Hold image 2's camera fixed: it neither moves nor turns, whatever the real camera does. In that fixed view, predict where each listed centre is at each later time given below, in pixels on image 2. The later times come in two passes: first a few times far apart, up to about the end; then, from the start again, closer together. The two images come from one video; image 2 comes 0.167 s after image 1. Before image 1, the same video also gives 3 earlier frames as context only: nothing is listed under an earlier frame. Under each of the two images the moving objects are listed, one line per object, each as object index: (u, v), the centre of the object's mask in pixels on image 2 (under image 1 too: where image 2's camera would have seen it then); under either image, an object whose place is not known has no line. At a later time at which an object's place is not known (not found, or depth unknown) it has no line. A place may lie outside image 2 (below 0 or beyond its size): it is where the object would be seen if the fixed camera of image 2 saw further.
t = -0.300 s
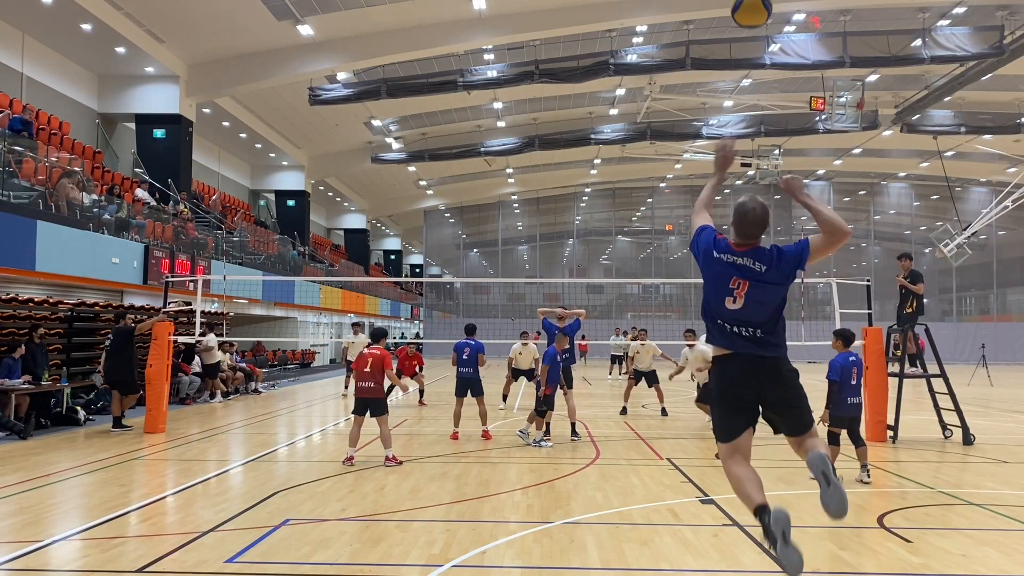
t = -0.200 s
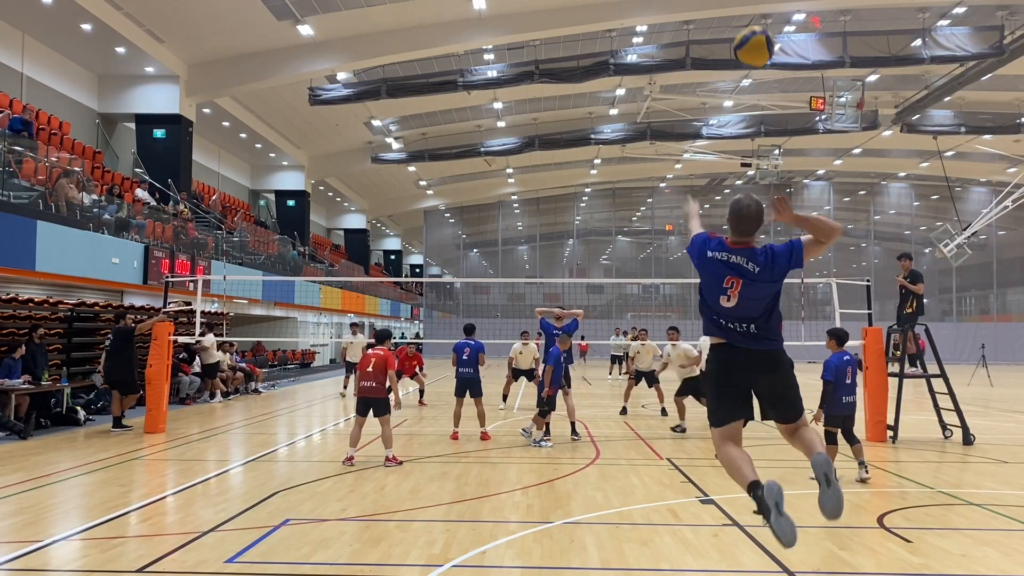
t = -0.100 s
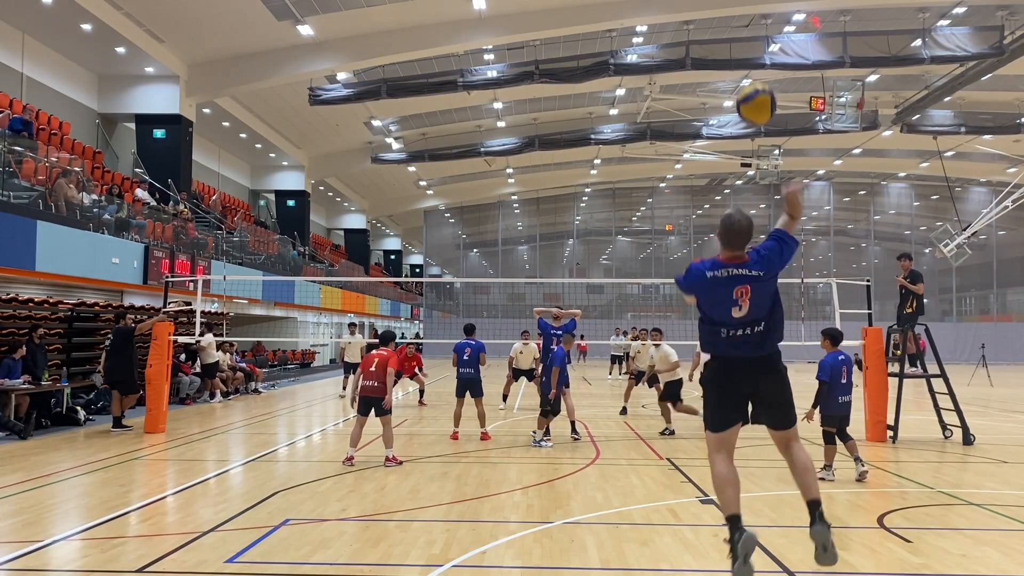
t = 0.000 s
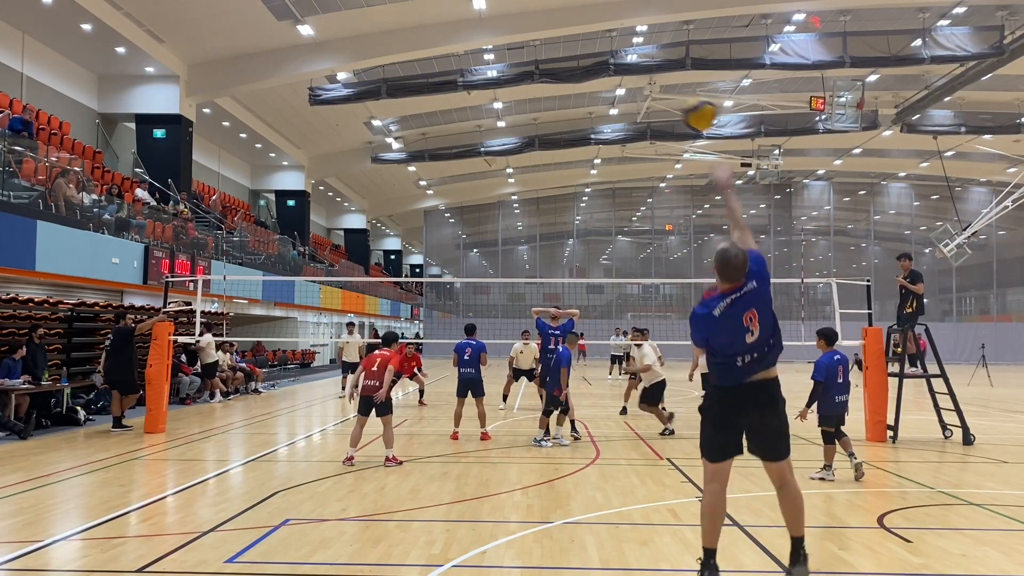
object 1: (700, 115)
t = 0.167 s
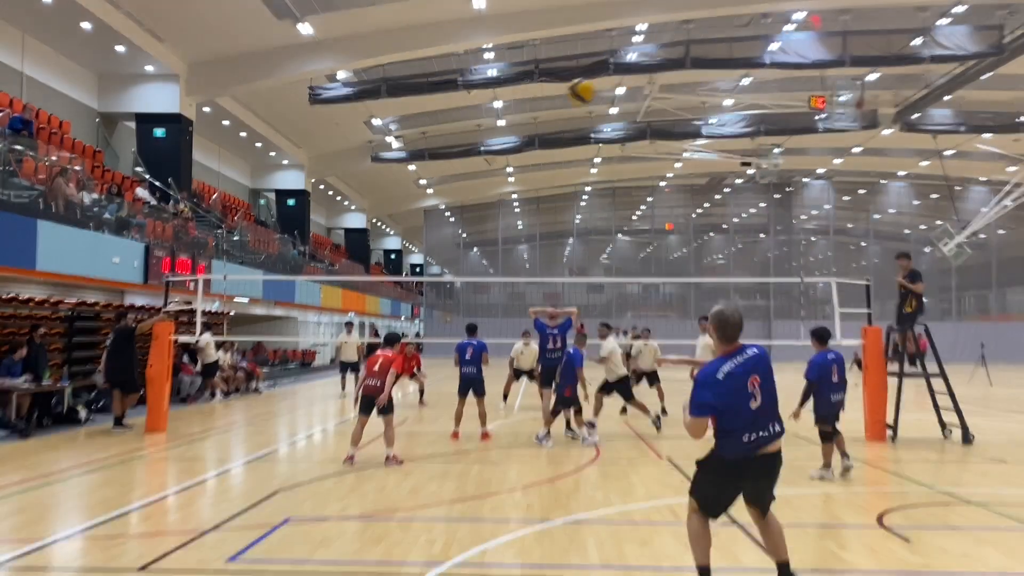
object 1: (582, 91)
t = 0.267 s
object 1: (535, 96)
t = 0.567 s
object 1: (453, 144)
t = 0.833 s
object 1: (413, 212)
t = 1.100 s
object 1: (384, 296)
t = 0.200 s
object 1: (565, 92)
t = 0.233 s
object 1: (550, 94)
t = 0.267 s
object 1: (535, 96)
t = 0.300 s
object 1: (522, 99)
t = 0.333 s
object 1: (511, 102)
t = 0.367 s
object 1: (501, 107)
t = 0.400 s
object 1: (491, 112)
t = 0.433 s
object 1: (482, 118)
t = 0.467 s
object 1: (473, 124)
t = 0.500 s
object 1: (466, 130)
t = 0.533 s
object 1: (459, 137)
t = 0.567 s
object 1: (453, 144)
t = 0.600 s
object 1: (447, 151)
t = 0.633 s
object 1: (441, 159)
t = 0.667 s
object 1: (436, 167)
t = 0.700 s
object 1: (431, 176)
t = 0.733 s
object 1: (426, 184)
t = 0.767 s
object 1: (422, 193)
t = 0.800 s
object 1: (417, 202)
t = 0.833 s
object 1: (413, 212)
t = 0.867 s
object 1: (409, 222)
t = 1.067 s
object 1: (387, 285)
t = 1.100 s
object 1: (384, 296)
